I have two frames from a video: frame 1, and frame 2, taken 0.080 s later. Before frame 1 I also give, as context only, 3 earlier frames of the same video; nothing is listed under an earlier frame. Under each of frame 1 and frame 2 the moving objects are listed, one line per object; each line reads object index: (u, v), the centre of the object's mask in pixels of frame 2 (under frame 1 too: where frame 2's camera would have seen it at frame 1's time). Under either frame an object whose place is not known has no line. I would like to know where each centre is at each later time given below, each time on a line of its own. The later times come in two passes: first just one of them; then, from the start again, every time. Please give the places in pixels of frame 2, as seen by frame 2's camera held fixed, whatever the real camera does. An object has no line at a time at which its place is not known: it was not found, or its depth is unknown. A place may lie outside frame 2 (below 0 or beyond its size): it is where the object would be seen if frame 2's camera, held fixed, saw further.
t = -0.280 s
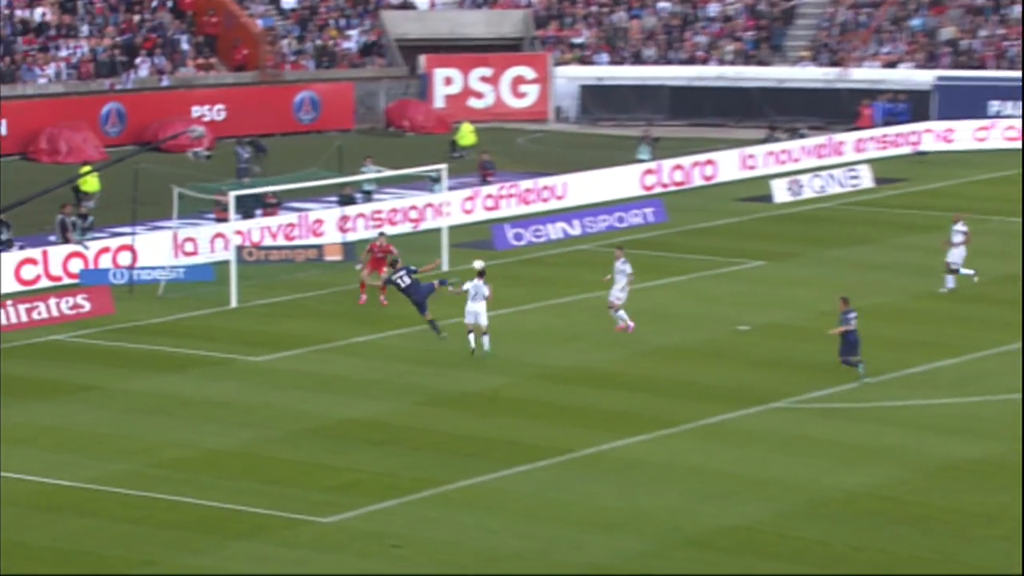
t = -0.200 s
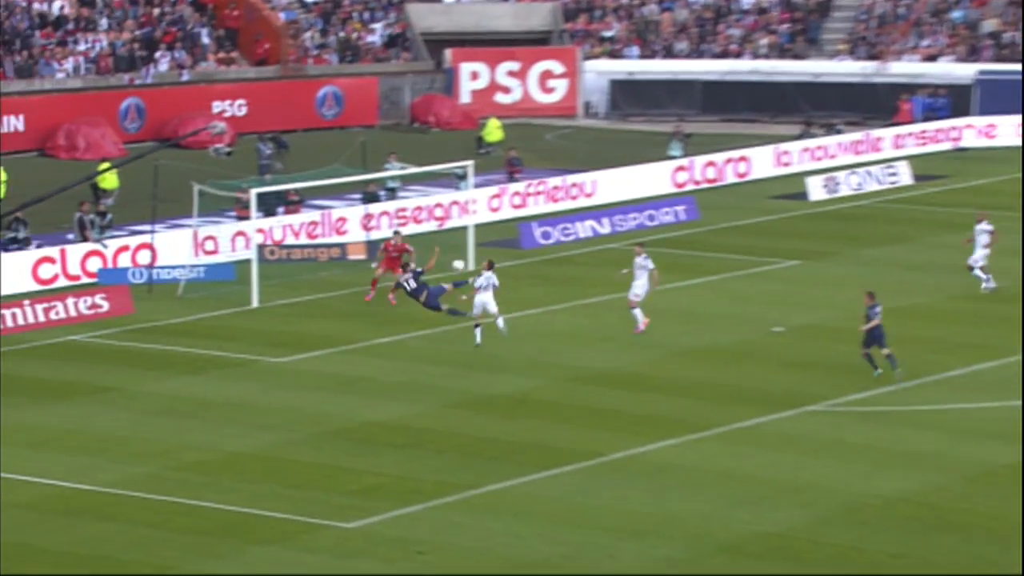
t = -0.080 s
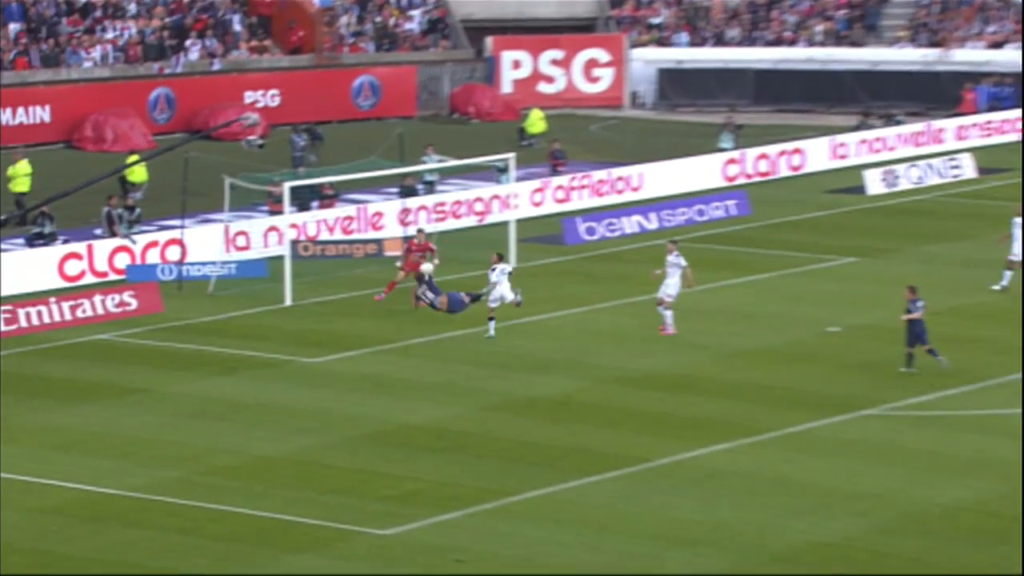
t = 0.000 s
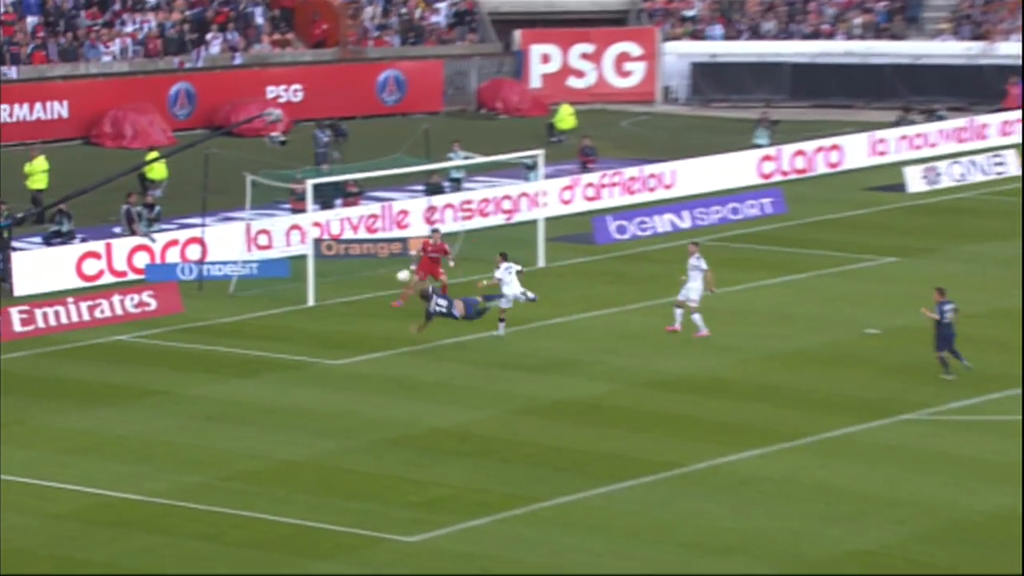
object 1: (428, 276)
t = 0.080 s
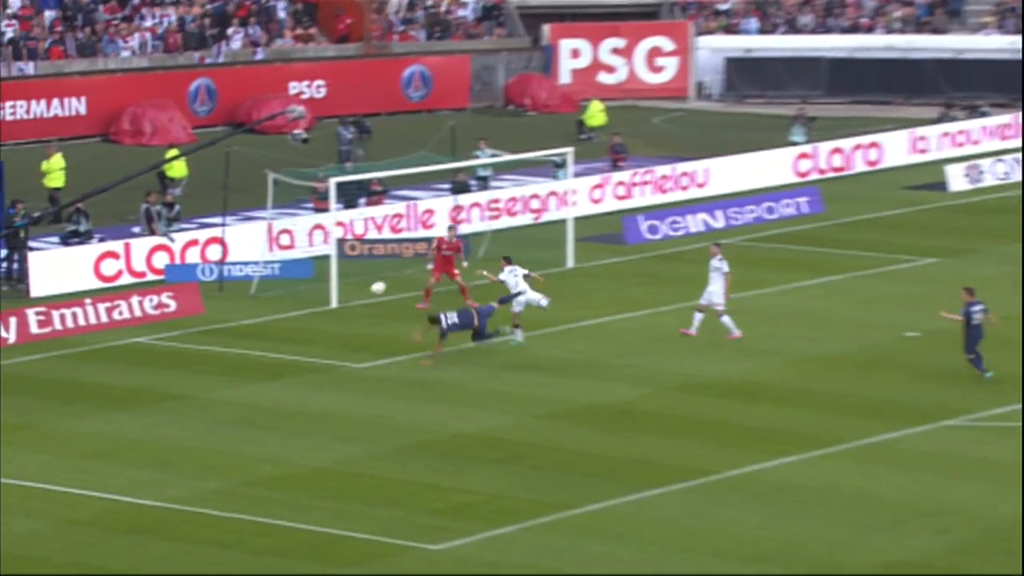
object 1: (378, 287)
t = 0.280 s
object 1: (250, 329)
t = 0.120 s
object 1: (353, 294)
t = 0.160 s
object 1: (327, 302)
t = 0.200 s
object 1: (302, 310)
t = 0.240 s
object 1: (276, 319)
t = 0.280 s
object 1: (250, 329)
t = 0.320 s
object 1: (225, 340)
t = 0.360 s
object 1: (198, 352)
